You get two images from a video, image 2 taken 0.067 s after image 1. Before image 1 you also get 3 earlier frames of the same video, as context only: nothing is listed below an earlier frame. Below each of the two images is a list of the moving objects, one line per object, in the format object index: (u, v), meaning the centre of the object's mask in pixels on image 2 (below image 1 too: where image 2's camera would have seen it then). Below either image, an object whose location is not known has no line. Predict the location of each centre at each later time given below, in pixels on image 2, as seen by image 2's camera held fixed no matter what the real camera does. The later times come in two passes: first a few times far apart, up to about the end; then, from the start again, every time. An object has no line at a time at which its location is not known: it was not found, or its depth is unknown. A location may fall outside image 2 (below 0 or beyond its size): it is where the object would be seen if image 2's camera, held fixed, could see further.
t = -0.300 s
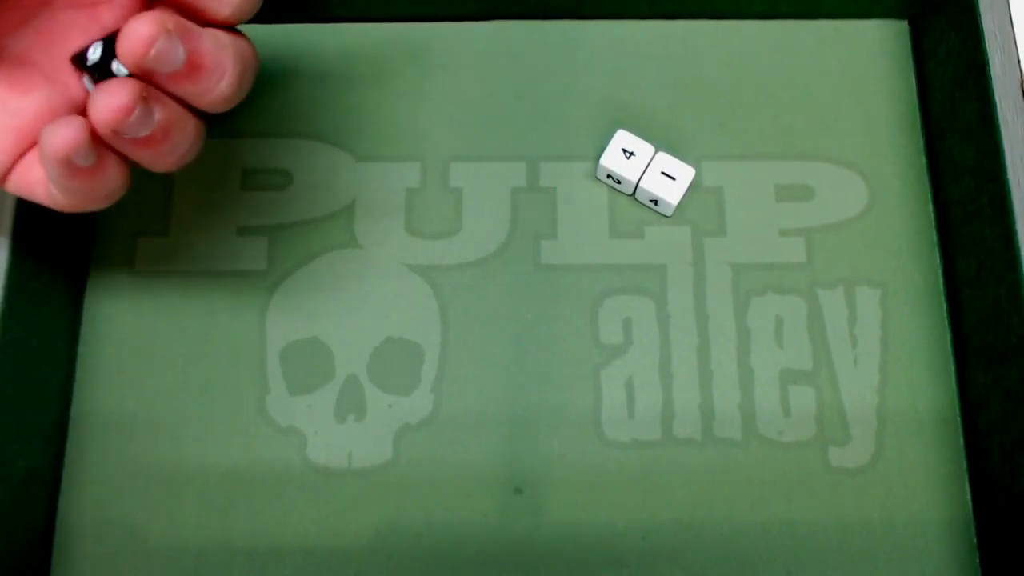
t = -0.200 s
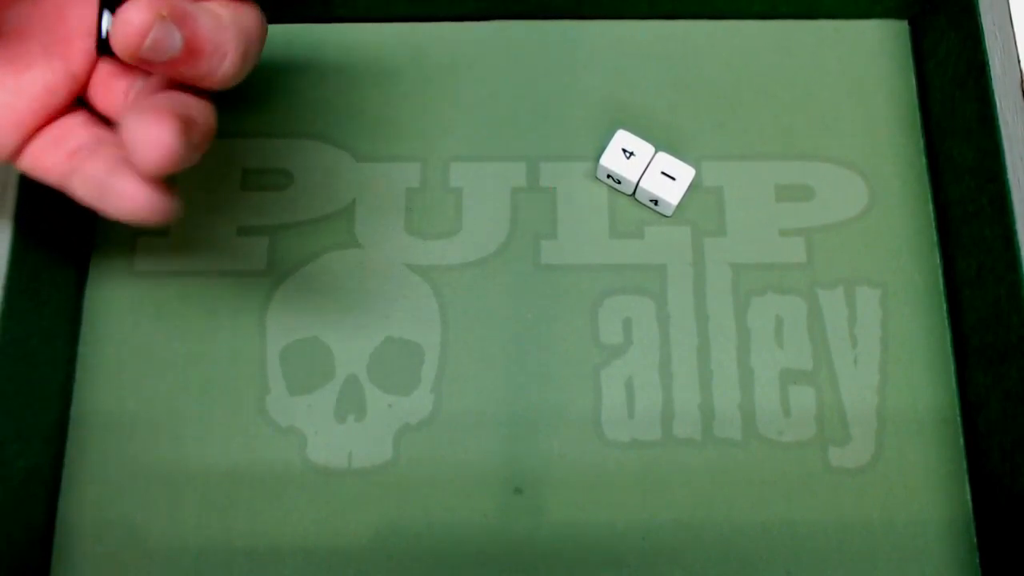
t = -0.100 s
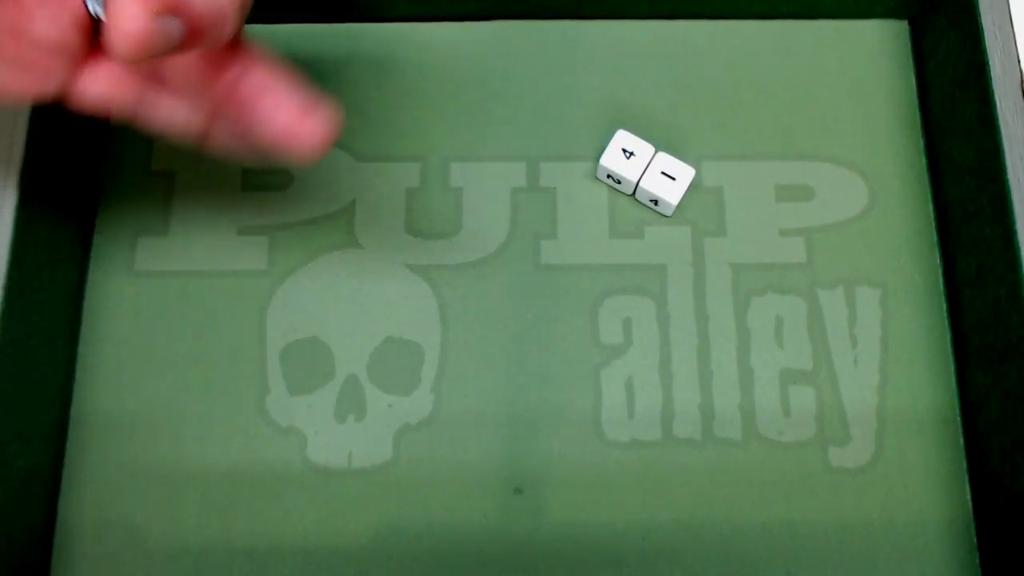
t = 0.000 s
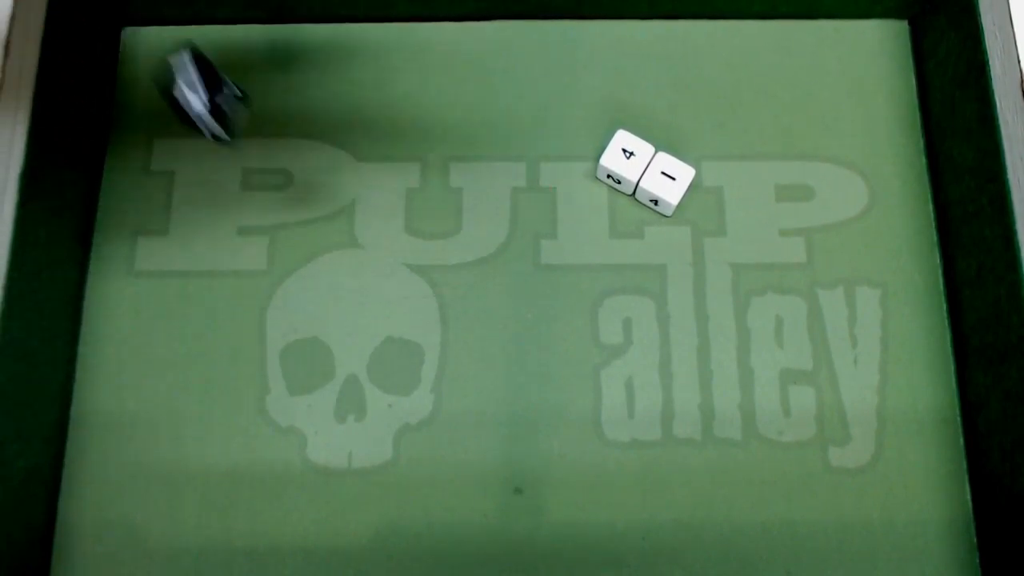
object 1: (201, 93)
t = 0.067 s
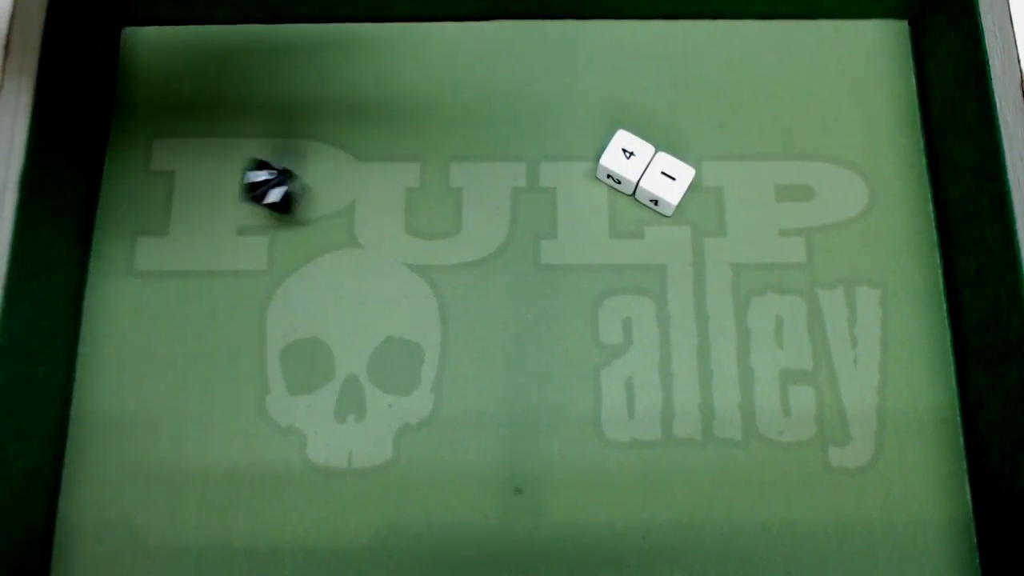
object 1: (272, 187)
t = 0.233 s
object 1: (253, 301)
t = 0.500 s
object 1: (350, 414)
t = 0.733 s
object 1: (351, 415)
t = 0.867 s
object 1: (351, 415)
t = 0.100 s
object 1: (243, 183)
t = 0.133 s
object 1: (226, 195)
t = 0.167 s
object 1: (220, 219)
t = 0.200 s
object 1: (227, 253)
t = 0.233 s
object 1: (253, 301)
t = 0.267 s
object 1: (255, 316)
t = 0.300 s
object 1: (256, 322)
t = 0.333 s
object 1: (269, 336)
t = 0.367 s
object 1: (290, 353)
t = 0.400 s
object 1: (309, 370)
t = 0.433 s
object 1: (333, 389)
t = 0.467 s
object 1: (344, 405)
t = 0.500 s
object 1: (350, 414)
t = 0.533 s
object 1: (351, 415)
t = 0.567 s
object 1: (351, 415)
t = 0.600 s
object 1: (351, 415)
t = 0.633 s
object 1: (352, 415)
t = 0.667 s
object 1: (351, 415)
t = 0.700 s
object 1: (351, 415)
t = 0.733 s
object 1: (351, 415)
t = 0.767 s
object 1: (351, 415)
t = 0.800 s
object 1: (351, 415)
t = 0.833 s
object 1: (352, 415)
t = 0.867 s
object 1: (351, 415)
